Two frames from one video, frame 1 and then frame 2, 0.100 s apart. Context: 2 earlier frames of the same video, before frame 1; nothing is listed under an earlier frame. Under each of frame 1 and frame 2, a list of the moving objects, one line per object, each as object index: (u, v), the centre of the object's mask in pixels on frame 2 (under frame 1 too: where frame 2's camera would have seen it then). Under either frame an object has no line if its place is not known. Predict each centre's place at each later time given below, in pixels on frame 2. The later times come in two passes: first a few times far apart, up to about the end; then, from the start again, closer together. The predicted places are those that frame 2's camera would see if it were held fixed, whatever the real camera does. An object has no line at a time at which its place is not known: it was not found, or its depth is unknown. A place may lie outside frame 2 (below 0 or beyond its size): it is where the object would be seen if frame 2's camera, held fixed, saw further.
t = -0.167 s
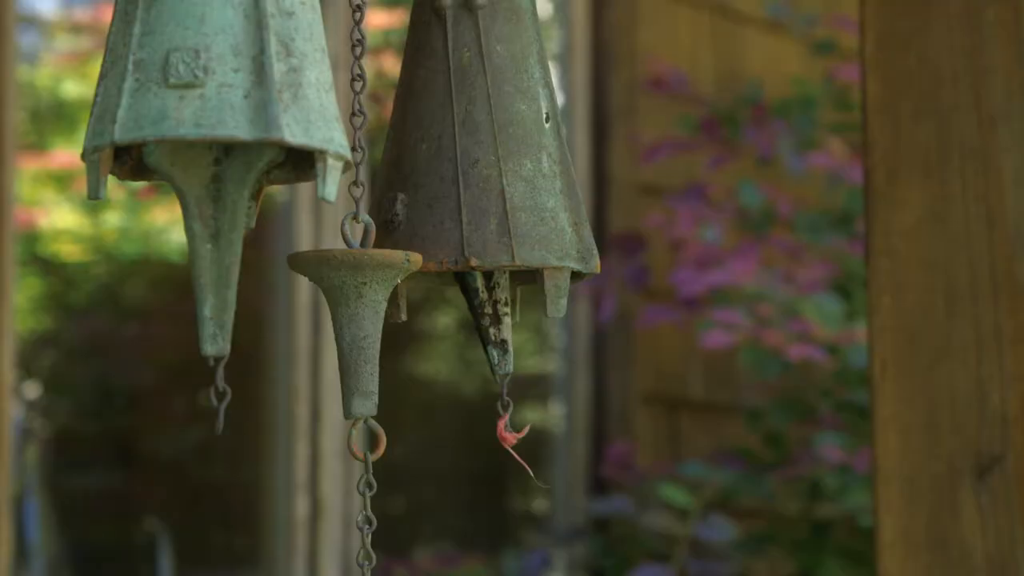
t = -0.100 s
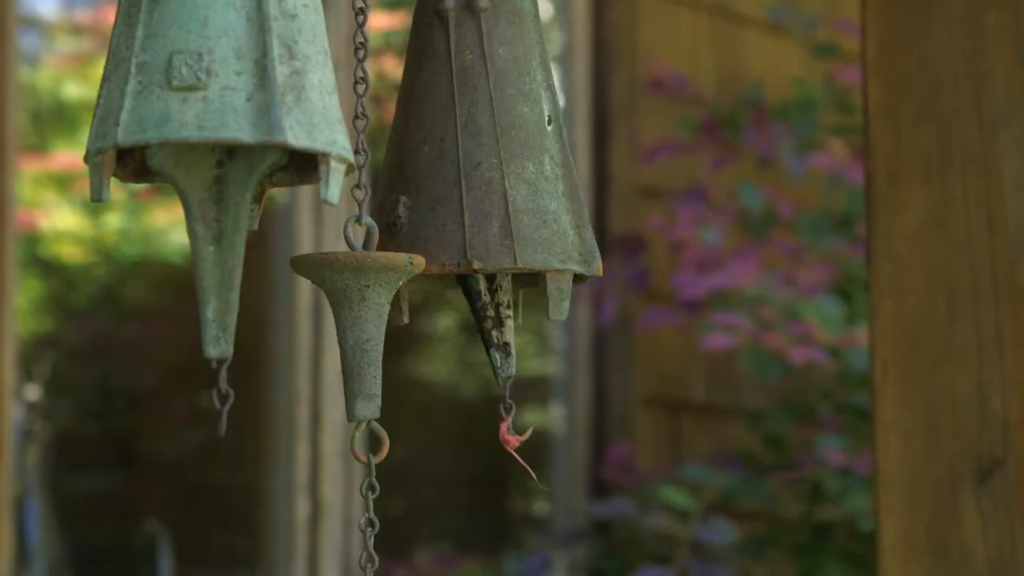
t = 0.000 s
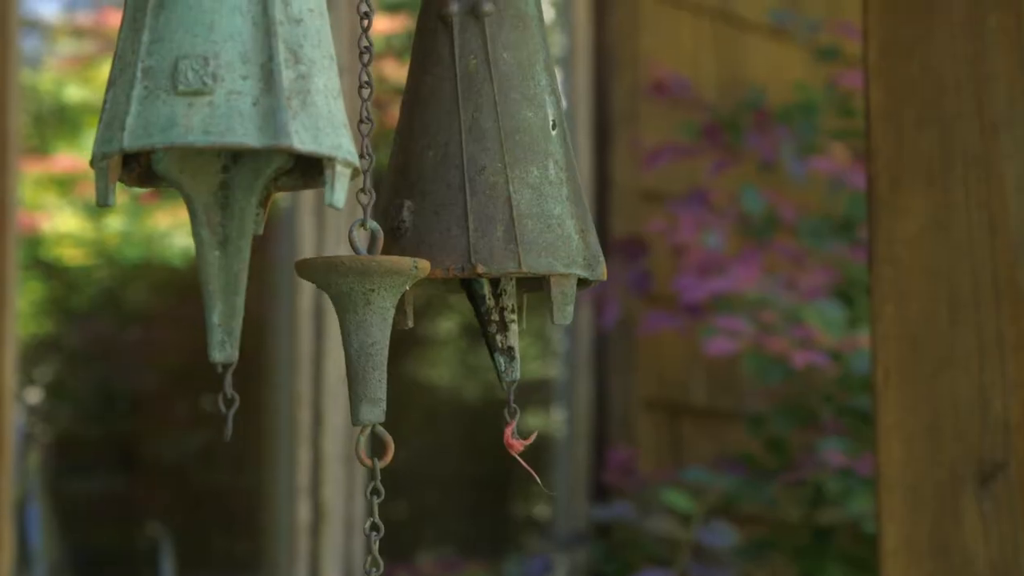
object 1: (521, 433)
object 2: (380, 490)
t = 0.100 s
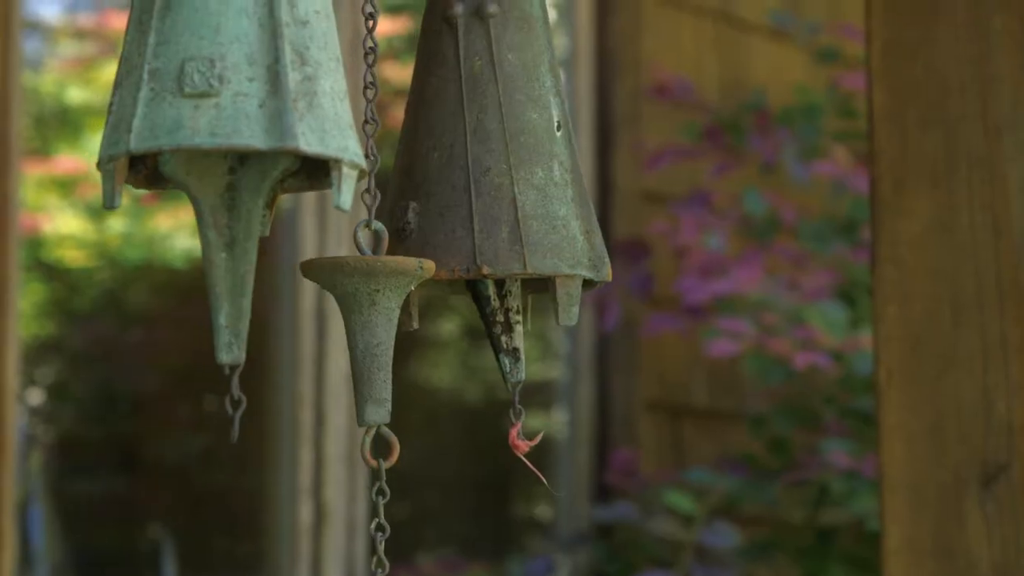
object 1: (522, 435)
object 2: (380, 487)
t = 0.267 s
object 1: (521, 433)
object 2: (380, 486)
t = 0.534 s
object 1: (521, 434)
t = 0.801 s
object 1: (518, 431)
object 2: (386, 478)
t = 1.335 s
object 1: (521, 436)
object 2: (376, 479)
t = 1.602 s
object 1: (514, 433)
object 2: (385, 480)
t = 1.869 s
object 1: (512, 433)
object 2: (387, 476)
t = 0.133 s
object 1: (522, 433)
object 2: (380, 487)
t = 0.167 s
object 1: (522, 434)
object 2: (380, 487)
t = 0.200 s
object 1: (521, 433)
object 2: (379, 487)
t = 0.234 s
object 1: (522, 434)
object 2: (380, 486)
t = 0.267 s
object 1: (521, 433)
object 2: (380, 486)
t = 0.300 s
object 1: (521, 434)
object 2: (380, 486)
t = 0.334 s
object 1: (521, 433)
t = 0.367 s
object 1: (521, 433)
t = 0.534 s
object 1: (521, 434)
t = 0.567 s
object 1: (520, 432)
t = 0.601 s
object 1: (520, 432)
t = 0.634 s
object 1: (520, 431)
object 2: (388, 479)
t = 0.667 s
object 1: (520, 432)
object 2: (388, 479)
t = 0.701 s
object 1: (519, 433)
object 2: (388, 479)
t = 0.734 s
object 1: (518, 432)
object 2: (388, 479)
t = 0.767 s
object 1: (518, 432)
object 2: (387, 478)
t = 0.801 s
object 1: (518, 431)
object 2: (386, 478)
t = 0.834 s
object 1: (518, 431)
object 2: (385, 479)
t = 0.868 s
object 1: (518, 431)
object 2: (383, 480)
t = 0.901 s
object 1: (518, 432)
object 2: (382, 480)
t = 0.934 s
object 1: (519, 433)
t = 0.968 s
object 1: (519, 432)
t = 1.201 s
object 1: (521, 434)
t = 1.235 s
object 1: (521, 435)
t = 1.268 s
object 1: (521, 435)
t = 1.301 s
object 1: (521, 434)
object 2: (375, 480)
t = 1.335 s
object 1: (521, 436)
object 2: (376, 479)
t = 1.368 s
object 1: (521, 435)
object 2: (377, 480)
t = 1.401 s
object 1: (520, 434)
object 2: (378, 480)
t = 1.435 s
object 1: (519, 434)
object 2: (380, 480)
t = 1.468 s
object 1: (519, 433)
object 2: (381, 480)
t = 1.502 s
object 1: (518, 433)
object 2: (382, 481)
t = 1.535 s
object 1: (517, 434)
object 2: (383, 480)
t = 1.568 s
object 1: (515, 432)
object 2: (384, 480)
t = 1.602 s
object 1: (514, 433)
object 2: (385, 480)
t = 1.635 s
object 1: (513, 433)
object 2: (385, 480)
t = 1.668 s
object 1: (512, 433)
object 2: (386, 478)
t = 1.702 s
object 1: (512, 434)
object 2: (386, 478)
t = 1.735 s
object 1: (513, 434)
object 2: (386, 477)
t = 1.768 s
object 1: (513, 433)
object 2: (386, 477)
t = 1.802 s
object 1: (512, 433)
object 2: (386, 477)
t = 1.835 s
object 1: (512, 434)
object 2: (386, 477)
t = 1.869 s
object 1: (512, 433)
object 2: (387, 476)
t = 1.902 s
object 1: (512, 433)
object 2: (387, 476)
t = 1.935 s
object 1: (512, 433)
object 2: (386, 476)
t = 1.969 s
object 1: (512, 433)
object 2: (386, 476)
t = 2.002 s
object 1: (511, 433)
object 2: (386, 477)
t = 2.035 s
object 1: (511, 433)
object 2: (386, 476)
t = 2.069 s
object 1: (512, 432)
